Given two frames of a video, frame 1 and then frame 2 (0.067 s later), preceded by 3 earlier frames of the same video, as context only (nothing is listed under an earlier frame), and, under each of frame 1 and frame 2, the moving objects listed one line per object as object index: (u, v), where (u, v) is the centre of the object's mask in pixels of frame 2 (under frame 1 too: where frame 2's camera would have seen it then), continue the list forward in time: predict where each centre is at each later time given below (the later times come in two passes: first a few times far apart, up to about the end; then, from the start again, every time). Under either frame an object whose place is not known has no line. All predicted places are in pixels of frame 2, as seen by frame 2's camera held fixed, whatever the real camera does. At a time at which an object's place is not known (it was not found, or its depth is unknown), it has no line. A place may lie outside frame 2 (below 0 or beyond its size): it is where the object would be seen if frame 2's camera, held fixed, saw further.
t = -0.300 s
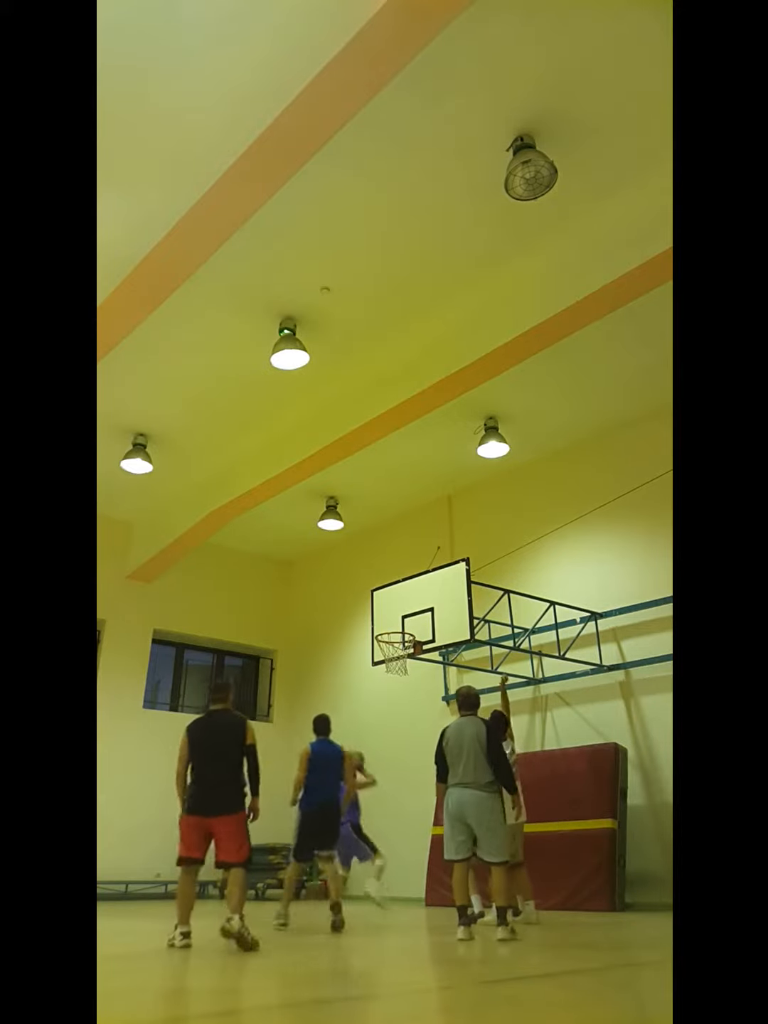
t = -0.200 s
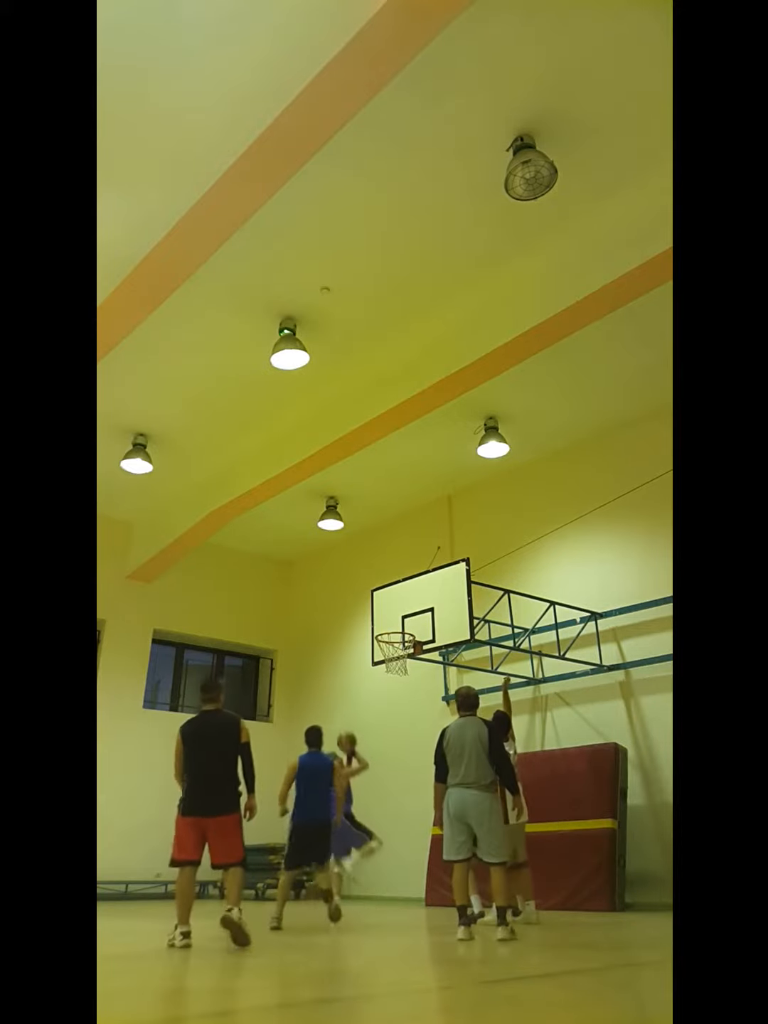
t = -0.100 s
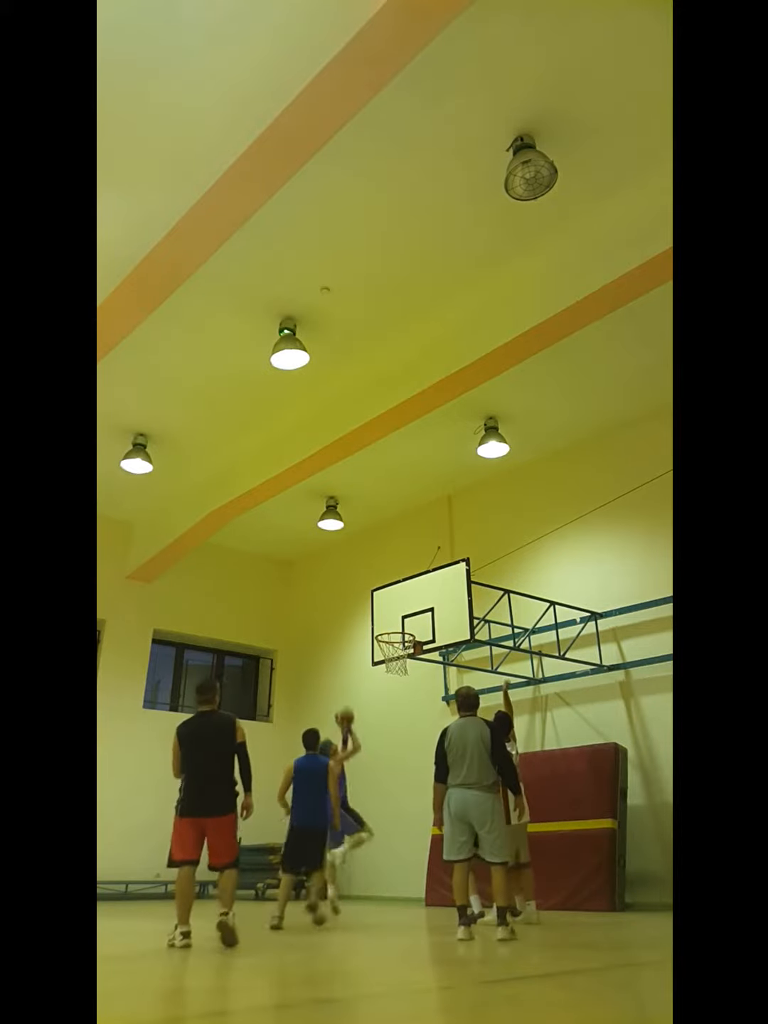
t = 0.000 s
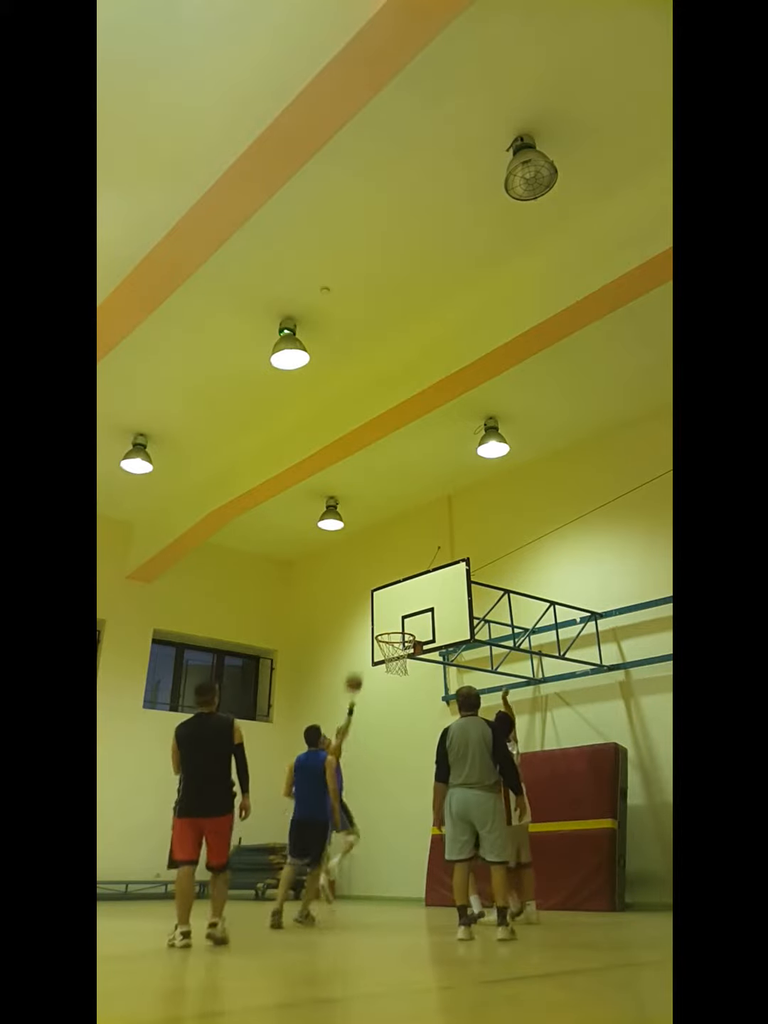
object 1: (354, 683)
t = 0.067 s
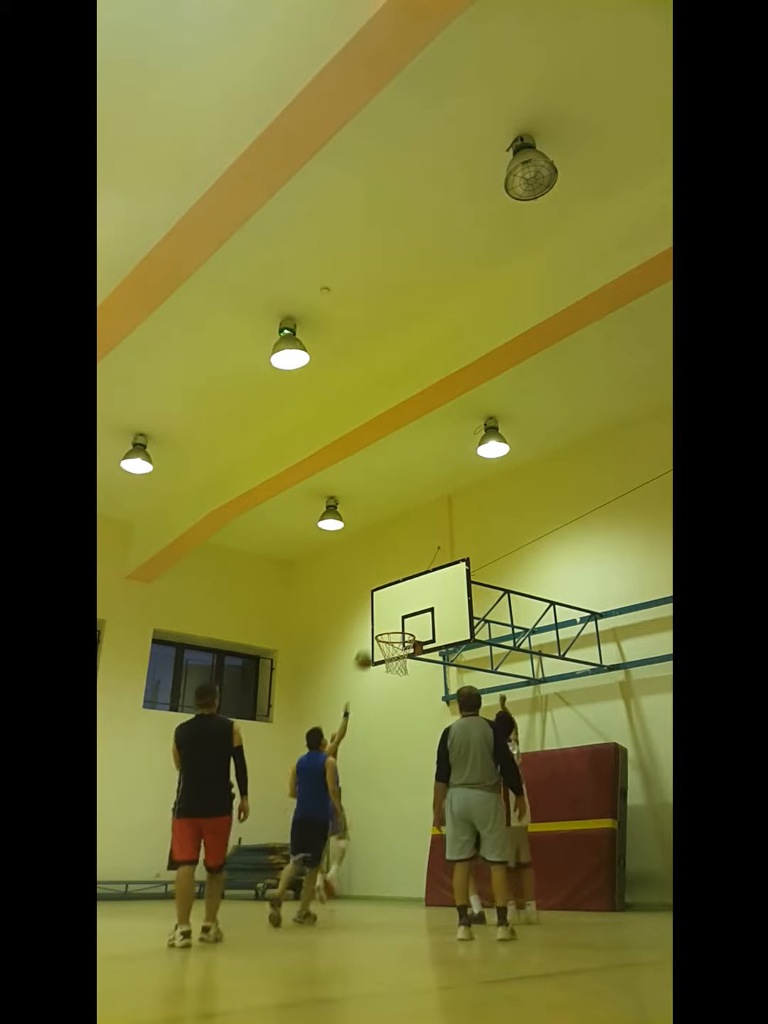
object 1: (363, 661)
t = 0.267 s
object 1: (390, 618)
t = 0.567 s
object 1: (390, 623)
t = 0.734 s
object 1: (388, 656)
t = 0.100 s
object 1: (367, 652)
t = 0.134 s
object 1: (372, 644)
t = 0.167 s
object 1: (377, 634)
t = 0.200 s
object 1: (382, 628)
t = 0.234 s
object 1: (386, 623)
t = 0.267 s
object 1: (390, 618)
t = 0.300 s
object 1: (394, 615)
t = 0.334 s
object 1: (394, 613)
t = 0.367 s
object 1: (394, 612)
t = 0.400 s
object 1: (393, 612)
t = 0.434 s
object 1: (392, 613)
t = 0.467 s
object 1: (391, 614)
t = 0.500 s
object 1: (390, 616)
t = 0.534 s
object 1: (390, 619)
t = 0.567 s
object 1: (390, 623)
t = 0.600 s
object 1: (389, 628)
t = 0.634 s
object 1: (389, 634)
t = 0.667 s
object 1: (388, 642)
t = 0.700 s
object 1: (387, 651)
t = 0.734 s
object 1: (388, 656)
